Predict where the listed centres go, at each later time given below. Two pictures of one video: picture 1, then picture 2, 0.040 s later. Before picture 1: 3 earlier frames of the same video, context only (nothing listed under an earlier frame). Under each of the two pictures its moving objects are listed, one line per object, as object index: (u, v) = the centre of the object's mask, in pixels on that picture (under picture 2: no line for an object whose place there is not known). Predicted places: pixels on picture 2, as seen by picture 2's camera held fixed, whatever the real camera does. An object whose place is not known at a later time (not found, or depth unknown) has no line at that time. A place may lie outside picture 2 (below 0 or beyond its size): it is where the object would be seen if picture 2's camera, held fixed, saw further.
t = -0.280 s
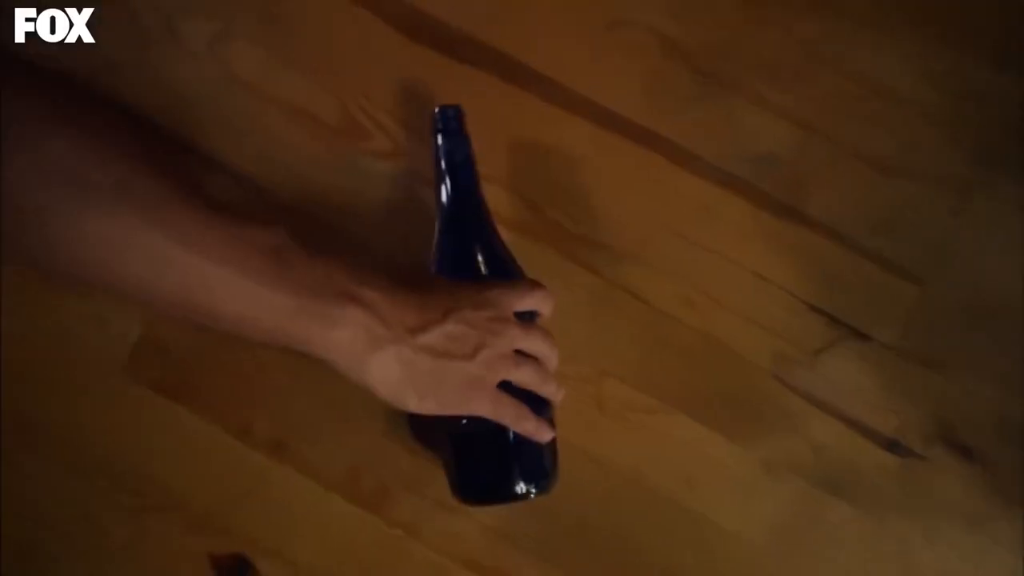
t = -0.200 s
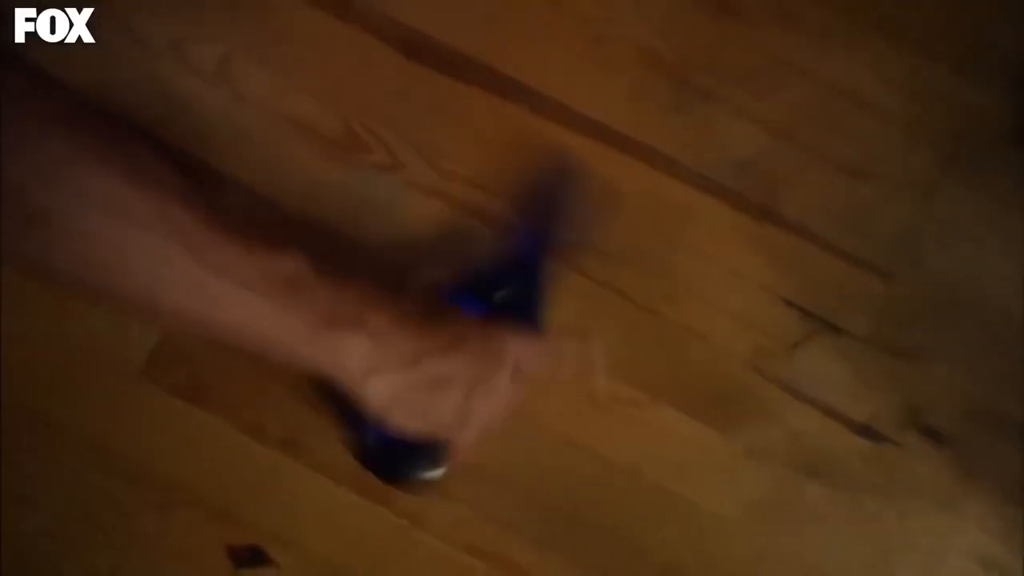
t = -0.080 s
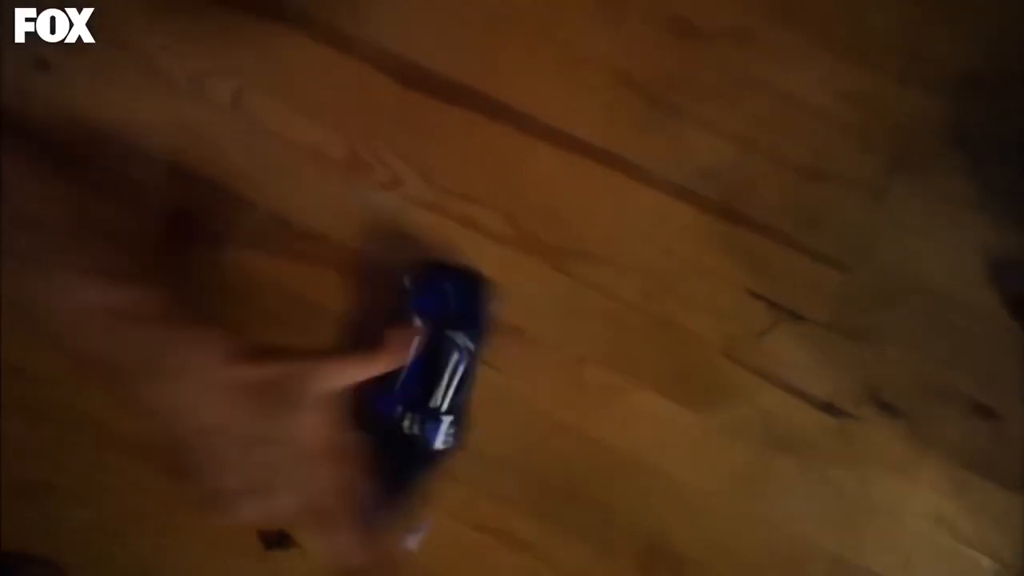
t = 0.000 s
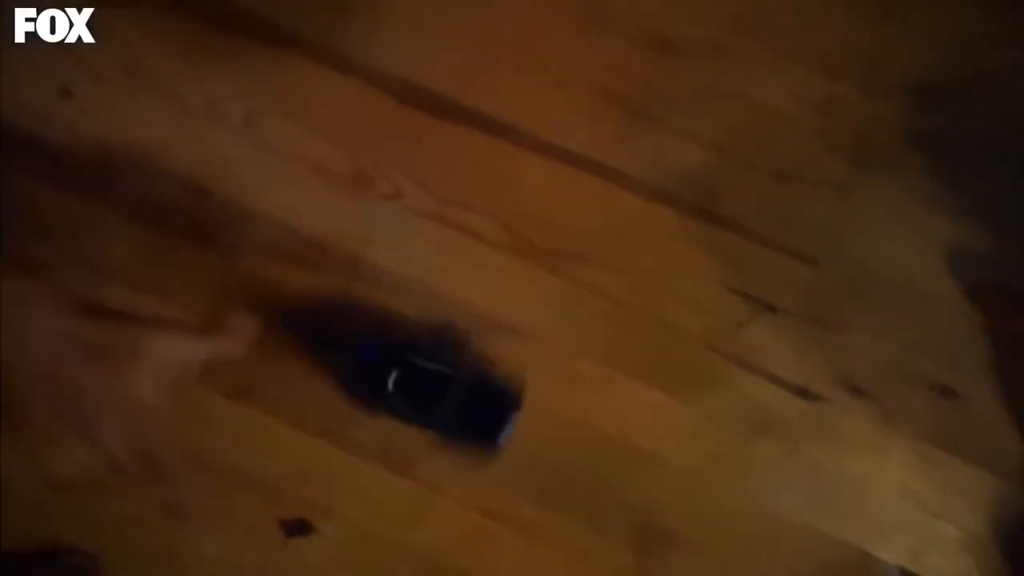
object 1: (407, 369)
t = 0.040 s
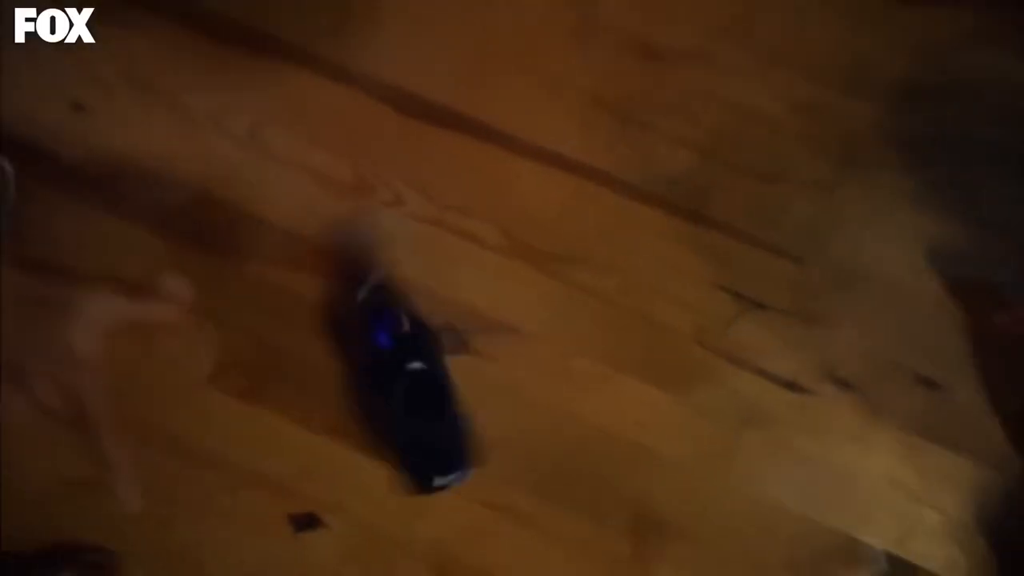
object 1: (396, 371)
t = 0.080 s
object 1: (393, 373)
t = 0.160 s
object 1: (387, 396)
